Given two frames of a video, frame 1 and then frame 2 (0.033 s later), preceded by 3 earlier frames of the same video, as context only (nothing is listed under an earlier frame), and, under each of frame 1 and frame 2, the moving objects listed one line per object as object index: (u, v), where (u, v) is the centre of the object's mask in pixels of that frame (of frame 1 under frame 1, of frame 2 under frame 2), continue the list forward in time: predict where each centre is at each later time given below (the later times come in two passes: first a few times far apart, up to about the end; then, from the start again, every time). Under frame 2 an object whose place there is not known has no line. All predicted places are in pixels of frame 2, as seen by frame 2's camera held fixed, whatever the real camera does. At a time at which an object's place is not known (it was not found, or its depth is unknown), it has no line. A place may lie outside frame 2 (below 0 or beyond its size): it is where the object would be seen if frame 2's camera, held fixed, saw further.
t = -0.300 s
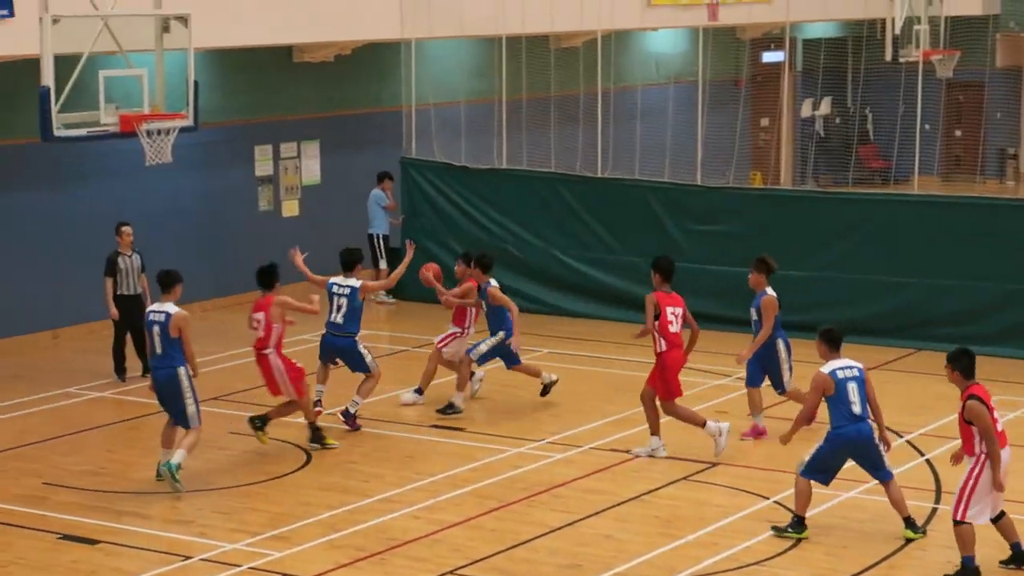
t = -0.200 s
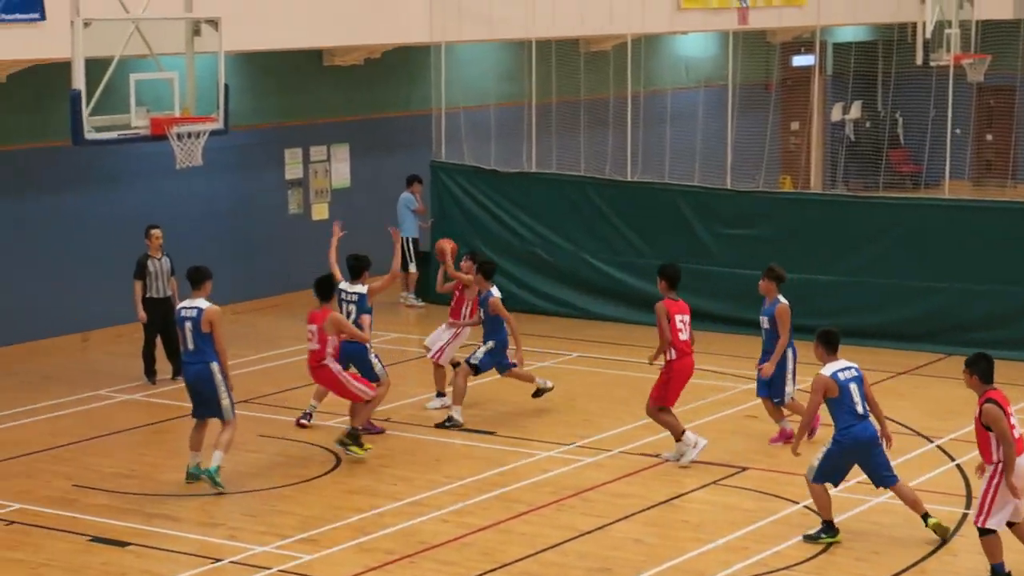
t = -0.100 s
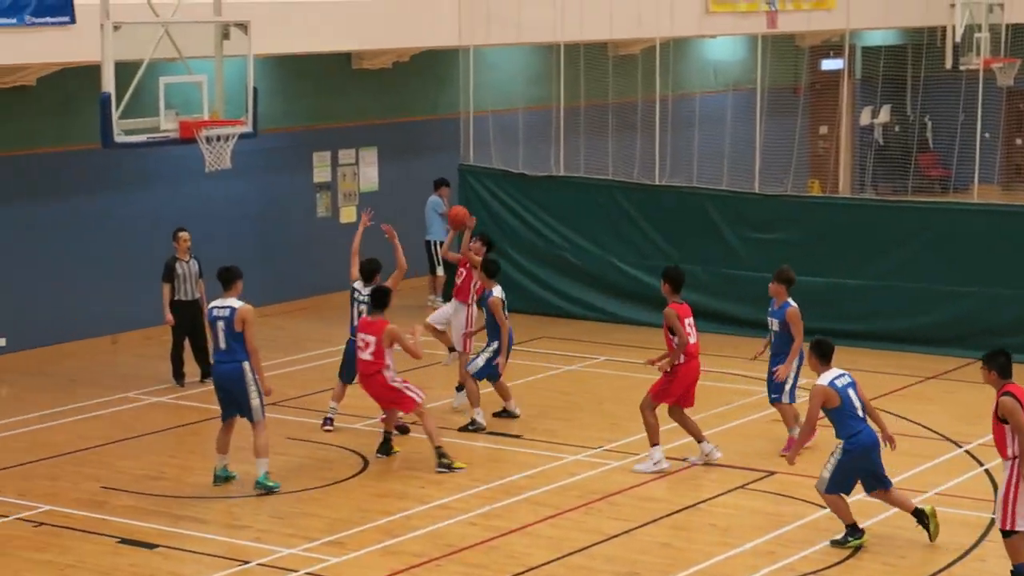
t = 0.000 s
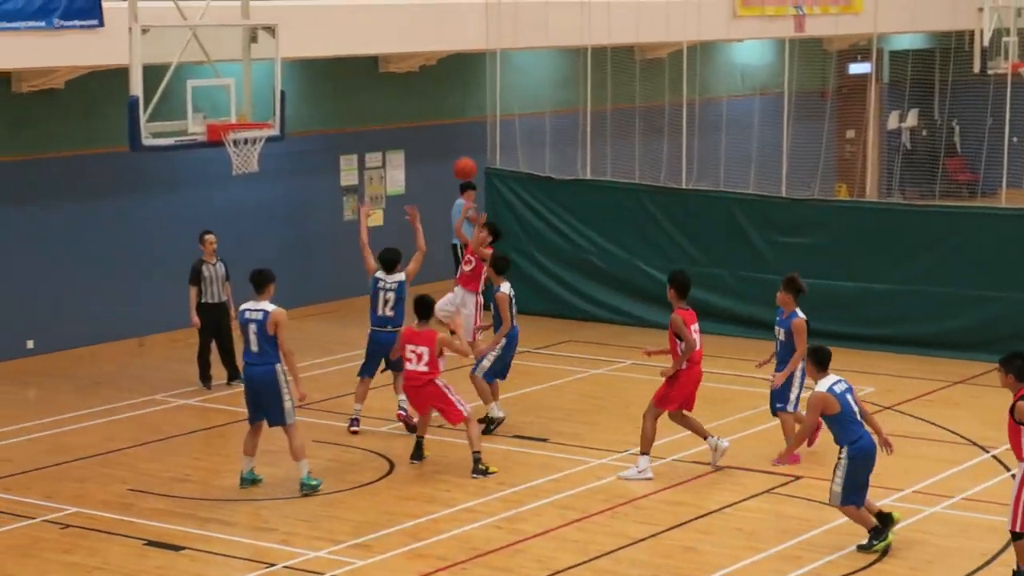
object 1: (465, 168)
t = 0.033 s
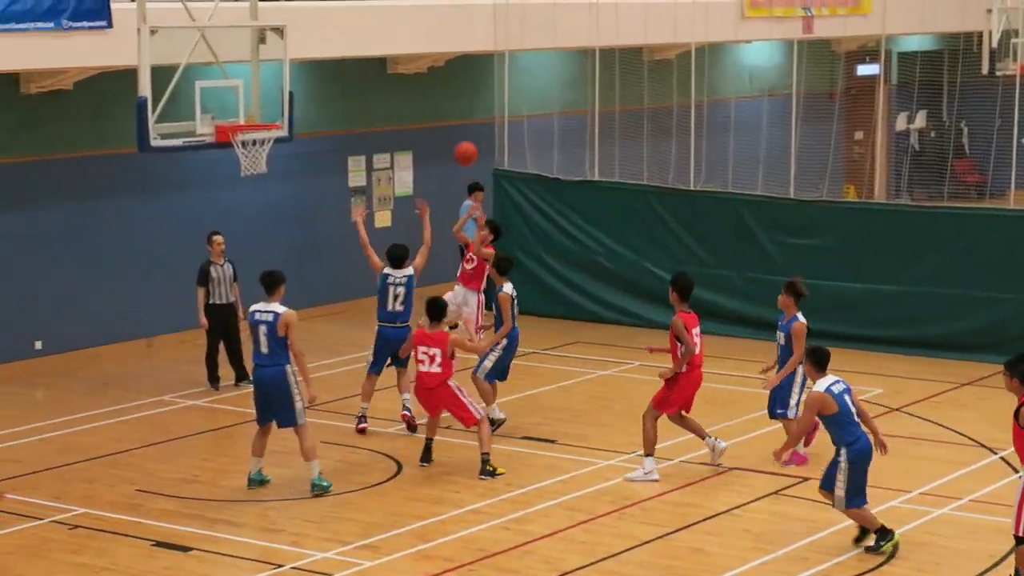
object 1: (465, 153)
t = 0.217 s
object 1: (425, 79)
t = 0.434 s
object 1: (374, 31)
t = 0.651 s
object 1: (323, 31)
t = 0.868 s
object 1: (275, 79)
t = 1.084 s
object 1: (254, 156)
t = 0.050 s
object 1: (462, 145)
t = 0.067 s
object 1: (458, 138)
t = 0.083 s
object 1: (455, 130)
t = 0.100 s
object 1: (451, 123)
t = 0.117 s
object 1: (447, 115)
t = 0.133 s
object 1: (443, 109)
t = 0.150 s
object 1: (439, 102)
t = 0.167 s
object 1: (436, 96)
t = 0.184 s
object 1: (432, 90)
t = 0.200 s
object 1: (428, 84)
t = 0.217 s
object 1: (425, 79)
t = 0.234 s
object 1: (421, 74)
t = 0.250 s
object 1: (417, 69)
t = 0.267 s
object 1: (413, 64)
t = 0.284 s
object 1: (409, 59)
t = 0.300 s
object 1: (405, 55)
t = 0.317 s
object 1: (402, 51)
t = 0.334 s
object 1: (398, 48)
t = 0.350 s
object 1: (394, 44)
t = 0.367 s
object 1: (390, 41)
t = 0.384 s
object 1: (386, 38)
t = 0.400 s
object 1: (382, 35)
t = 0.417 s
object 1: (378, 33)
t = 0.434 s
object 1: (374, 31)
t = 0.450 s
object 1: (370, 29)
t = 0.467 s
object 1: (366, 28)
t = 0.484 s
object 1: (362, 27)
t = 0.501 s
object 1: (358, 26)
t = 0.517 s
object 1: (354, 25)
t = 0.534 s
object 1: (351, 25)
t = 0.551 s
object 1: (347, 25)
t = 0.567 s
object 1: (343, 25)
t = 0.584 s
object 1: (338, 26)
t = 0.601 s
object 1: (334, 27)
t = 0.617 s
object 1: (331, 28)
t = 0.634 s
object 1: (326, 30)
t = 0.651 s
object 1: (323, 31)
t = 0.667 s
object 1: (318, 33)
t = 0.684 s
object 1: (314, 36)
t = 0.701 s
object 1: (310, 39)
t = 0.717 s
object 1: (306, 42)
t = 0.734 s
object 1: (302, 45)
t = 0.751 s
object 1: (298, 49)
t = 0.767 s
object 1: (294, 53)
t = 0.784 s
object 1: (290, 57)
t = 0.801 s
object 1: (286, 61)
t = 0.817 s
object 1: (283, 66)
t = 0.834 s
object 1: (279, 71)
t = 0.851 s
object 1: (277, 75)
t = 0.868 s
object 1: (275, 79)
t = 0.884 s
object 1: (274, 83)
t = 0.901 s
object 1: (272, 88)
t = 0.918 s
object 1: (270, 93)
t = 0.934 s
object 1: (269, 98)
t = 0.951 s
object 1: (267, 104)
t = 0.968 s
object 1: (266, 110)
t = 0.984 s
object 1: (263, 115)
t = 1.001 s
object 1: (262, 117)
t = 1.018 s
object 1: (256, 125)
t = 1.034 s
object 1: (252, 138)
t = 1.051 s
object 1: (254, 140)
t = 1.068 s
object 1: (254, 144)
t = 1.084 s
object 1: (254, 156)
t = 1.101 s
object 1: (254, 177)
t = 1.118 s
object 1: (252, 181)
